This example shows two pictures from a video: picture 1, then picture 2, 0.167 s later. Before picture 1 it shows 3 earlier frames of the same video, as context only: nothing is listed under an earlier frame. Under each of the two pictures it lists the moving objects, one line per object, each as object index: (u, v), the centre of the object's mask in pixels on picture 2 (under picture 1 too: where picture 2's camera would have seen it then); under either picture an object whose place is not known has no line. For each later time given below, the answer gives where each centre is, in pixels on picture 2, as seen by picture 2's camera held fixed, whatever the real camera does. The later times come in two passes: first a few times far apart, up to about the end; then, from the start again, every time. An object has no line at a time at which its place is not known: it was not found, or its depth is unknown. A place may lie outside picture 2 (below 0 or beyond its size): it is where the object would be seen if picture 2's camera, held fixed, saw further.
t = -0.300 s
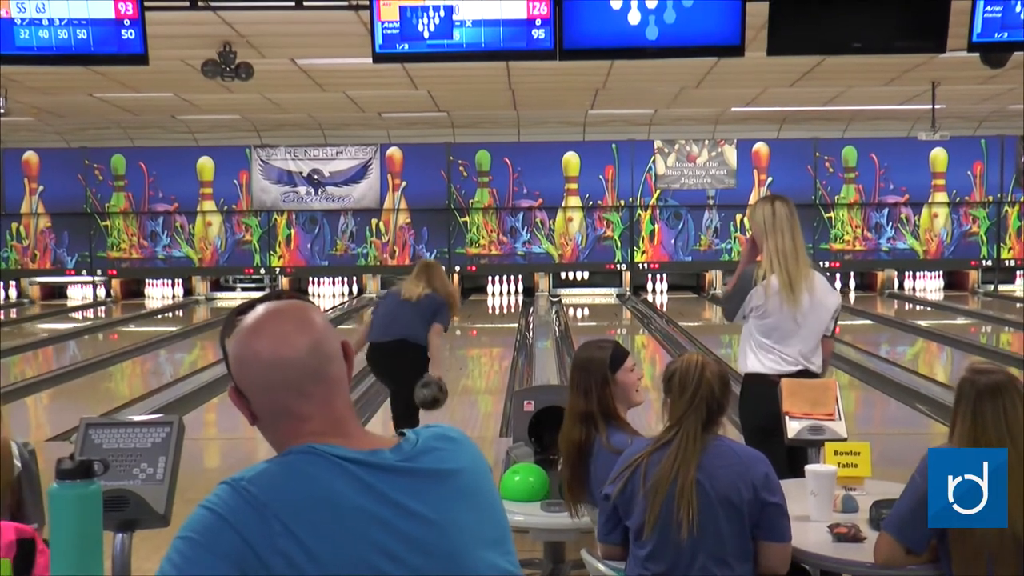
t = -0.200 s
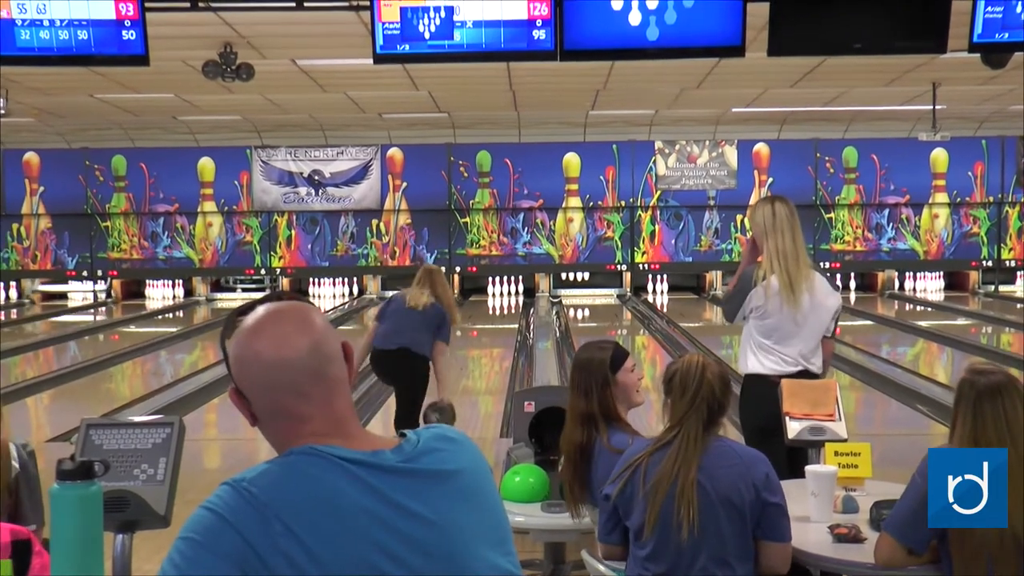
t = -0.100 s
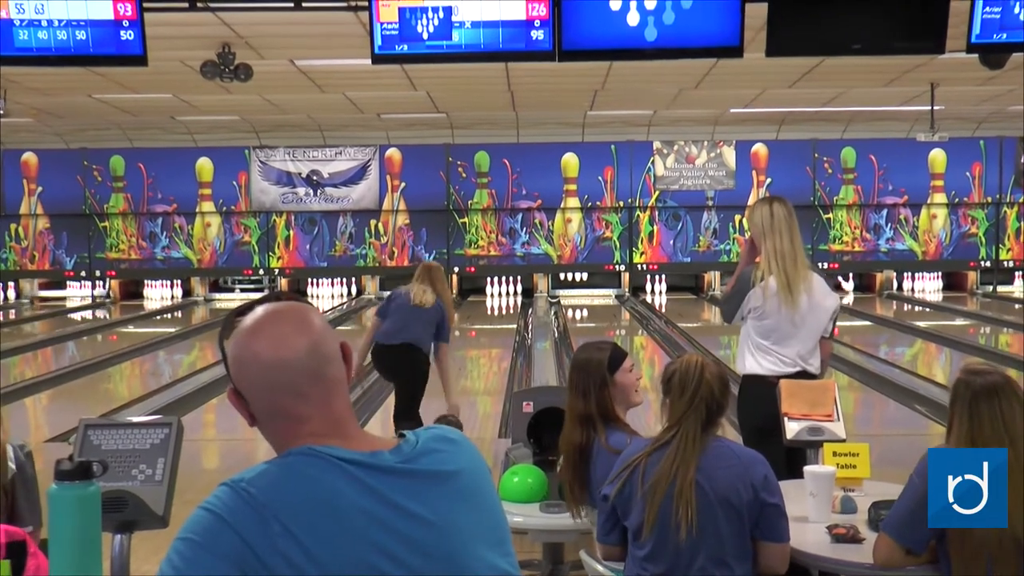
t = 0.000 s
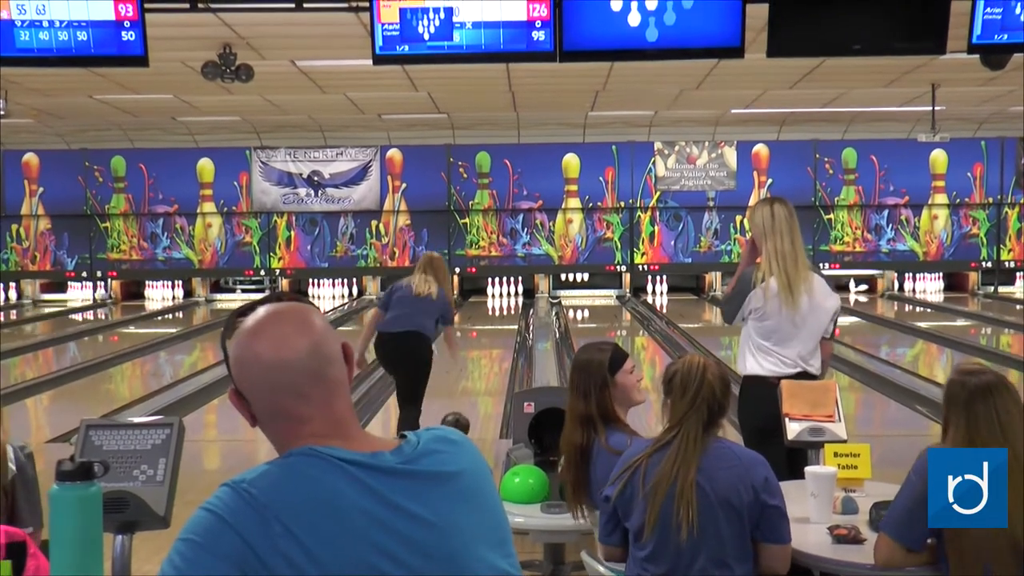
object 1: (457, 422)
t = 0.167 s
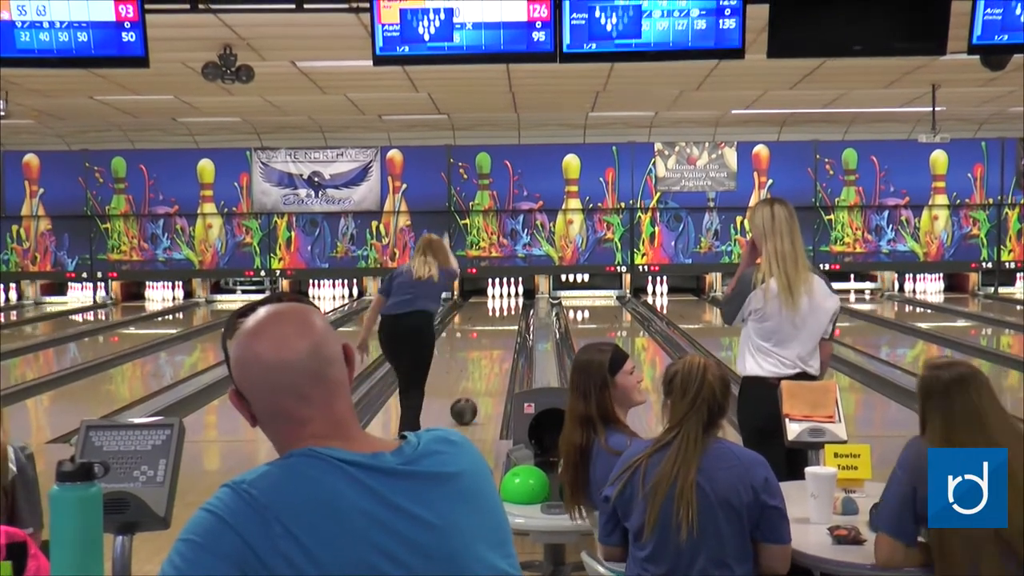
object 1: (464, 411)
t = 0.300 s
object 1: (469, 398)
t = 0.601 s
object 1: (479, 376)
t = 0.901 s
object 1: (487, 358)
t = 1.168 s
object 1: (492, 346)
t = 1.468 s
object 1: (496, 334)
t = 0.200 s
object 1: (465, 408)
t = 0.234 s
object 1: (466, 404)
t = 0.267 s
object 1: (468, 401)
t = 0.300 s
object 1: (469, 398)
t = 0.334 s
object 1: (471, 396)
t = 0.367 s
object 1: (472, 393)
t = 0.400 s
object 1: (473, 390)
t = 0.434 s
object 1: (474, 387)
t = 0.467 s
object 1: (475, 385)
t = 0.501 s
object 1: (476, 382)
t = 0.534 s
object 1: (477, 380)
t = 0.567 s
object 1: (478, 378)
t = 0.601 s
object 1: (479, 376)
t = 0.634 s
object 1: (480, 373)
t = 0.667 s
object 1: (481, 371)
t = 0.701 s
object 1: (482, 369)
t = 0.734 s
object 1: (483, 367)
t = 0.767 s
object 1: (484, 365)
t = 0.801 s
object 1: (485, 364)
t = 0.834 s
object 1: (485, 362)
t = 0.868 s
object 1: (486, 360)
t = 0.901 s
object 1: (487, 358)
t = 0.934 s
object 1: (488, 356)
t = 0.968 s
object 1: (488, 355)
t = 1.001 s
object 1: (489, 353)
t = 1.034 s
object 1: (489, 352)
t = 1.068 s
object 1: (490, 350)
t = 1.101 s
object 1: (491, 349)
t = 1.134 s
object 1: (491, 347)
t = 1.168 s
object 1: (492, 346)
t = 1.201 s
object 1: (492, 344)
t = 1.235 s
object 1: (493, 343)
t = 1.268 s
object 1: (493, 342)
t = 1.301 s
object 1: (494, 340)
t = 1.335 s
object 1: (494, 340)
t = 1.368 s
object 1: (495, 338)
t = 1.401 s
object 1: (495, 337)
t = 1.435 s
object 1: (496, 335)
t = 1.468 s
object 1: (496, 334)
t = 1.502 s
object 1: (497, 333)
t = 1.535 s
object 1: (497, 332)
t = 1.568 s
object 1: (498, 331)
